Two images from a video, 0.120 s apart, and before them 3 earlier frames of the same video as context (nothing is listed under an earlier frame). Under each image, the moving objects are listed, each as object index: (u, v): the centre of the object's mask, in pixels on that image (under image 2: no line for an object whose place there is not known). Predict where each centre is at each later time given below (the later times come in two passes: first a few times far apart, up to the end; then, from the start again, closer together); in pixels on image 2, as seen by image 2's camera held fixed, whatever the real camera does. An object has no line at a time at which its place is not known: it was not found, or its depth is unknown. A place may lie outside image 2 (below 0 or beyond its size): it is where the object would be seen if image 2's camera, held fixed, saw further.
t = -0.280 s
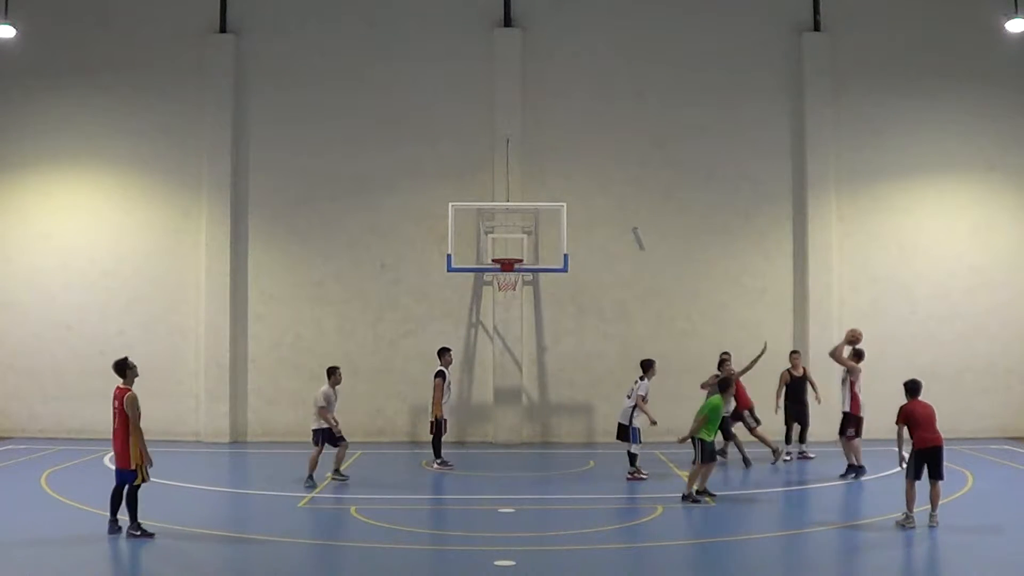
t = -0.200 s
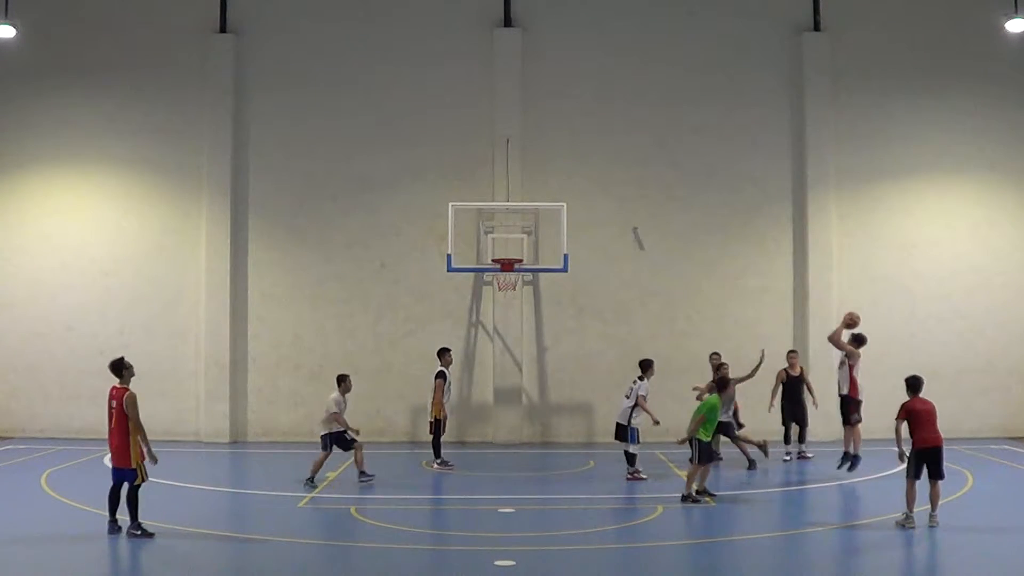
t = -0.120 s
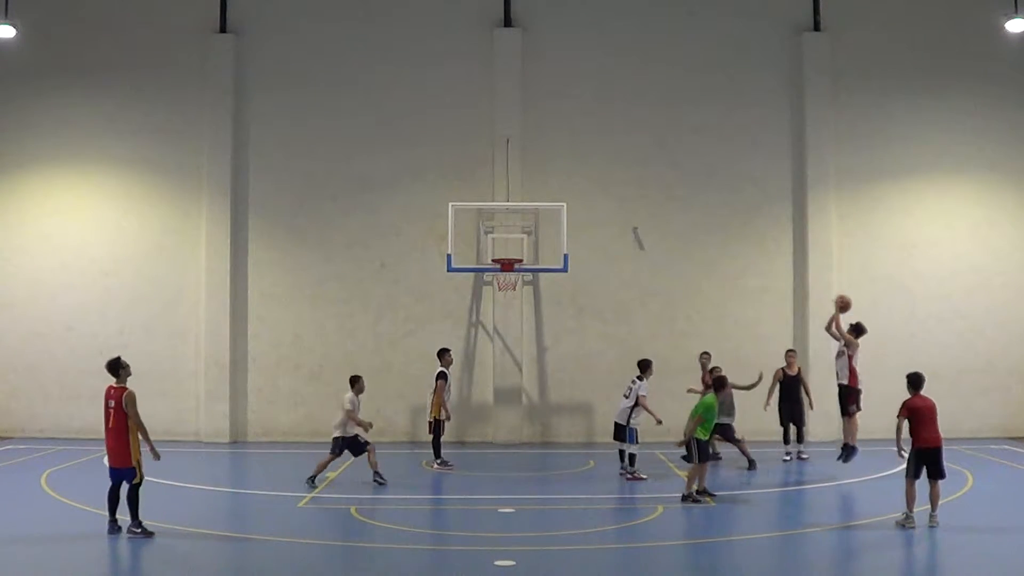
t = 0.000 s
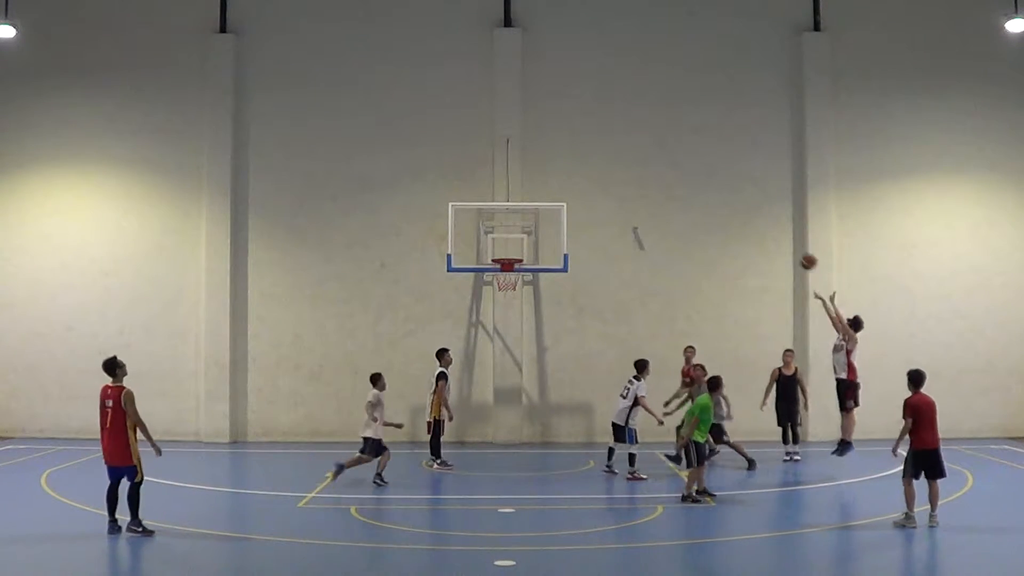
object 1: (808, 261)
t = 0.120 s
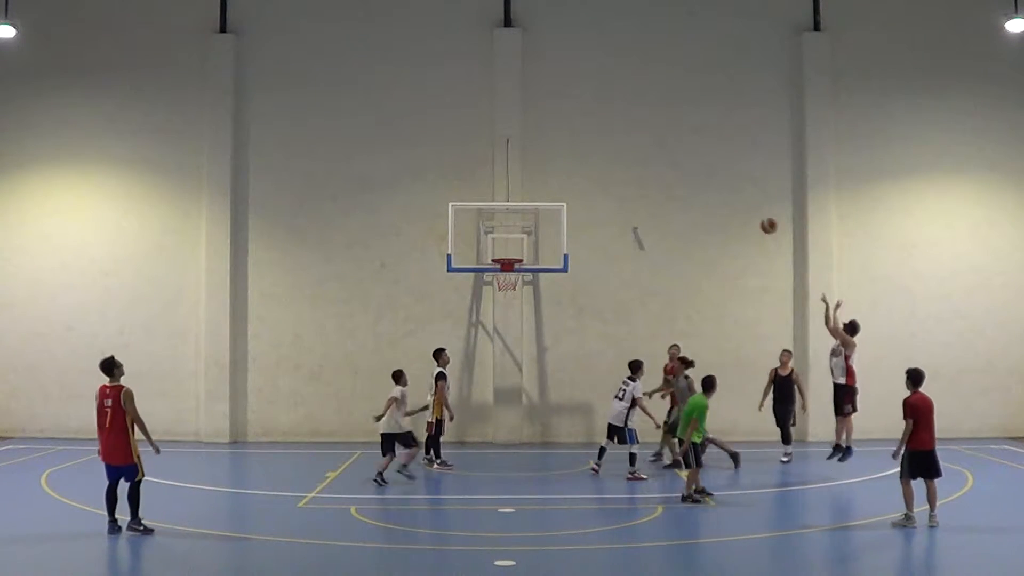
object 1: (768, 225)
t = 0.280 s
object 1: (717, 194)
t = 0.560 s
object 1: (633, 183)
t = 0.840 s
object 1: (554, 222)
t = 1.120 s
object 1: (511, 222)
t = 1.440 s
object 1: (499, 207)
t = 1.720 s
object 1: (489, 248)
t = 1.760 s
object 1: (488, 258)
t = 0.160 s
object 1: (755, 214)
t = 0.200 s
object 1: (742, 206)
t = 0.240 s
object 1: (729, 199)
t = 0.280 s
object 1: (717, 194)
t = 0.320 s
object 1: (705, 189)
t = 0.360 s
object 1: (692, 186)
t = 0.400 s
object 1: (680, 183)
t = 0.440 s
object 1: (668, 181)
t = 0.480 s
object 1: (656, 181)
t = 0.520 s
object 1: (644, 182)
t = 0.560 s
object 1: (633, 183)
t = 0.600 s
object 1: (621, 186)
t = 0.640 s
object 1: (609, 190)
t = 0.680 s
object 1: (598, 195)
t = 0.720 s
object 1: (587, 200)
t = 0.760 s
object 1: (576, 206)
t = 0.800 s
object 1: (565, 214)
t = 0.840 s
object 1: (554, 222)
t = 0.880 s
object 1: (545, 232)
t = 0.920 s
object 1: (534, 242)
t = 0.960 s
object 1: (524, 252)
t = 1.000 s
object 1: (520, 244)
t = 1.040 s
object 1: (517, 235)
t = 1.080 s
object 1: (514, 228)
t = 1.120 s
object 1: (511, 222)
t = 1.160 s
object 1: (508, 217)
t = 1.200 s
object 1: (507, 212)
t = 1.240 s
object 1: (505, 209)
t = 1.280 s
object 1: (504, 207)
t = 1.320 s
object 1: (503, 205)
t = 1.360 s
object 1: (501, 204)
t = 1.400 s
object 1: (500, 205)
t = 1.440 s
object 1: (499, 207)
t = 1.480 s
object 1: (497, 210)
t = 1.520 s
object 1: (496, 214)
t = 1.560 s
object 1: (494, 219)
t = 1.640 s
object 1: (492, 231)
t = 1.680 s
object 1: (491, 239)
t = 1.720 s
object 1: (489, 248)
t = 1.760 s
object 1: (488, 258)
